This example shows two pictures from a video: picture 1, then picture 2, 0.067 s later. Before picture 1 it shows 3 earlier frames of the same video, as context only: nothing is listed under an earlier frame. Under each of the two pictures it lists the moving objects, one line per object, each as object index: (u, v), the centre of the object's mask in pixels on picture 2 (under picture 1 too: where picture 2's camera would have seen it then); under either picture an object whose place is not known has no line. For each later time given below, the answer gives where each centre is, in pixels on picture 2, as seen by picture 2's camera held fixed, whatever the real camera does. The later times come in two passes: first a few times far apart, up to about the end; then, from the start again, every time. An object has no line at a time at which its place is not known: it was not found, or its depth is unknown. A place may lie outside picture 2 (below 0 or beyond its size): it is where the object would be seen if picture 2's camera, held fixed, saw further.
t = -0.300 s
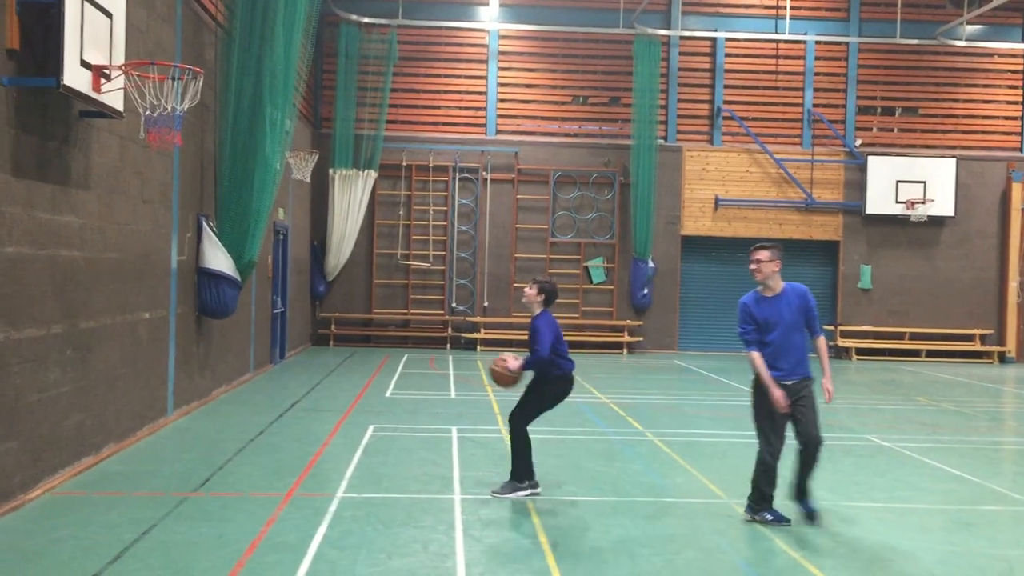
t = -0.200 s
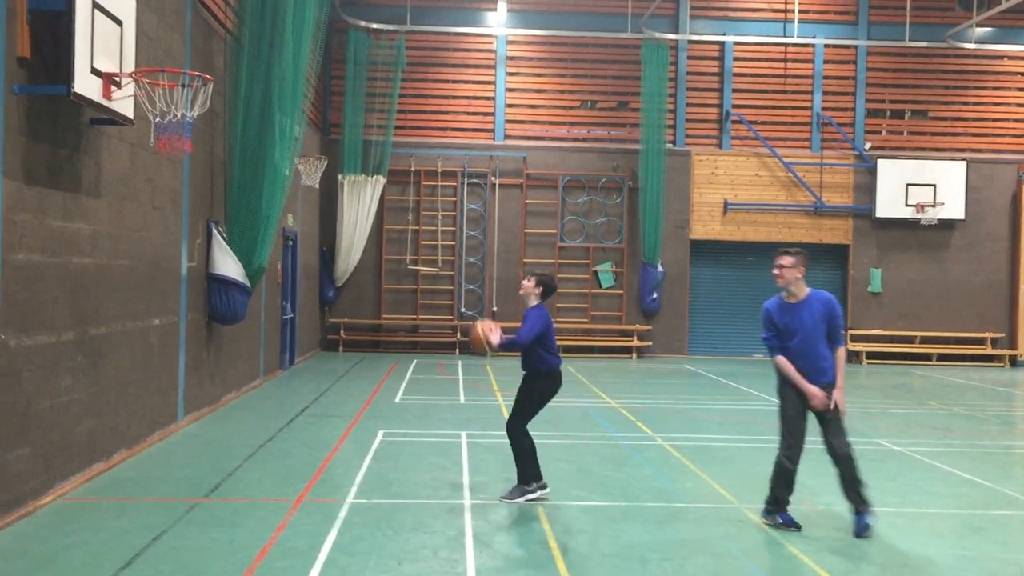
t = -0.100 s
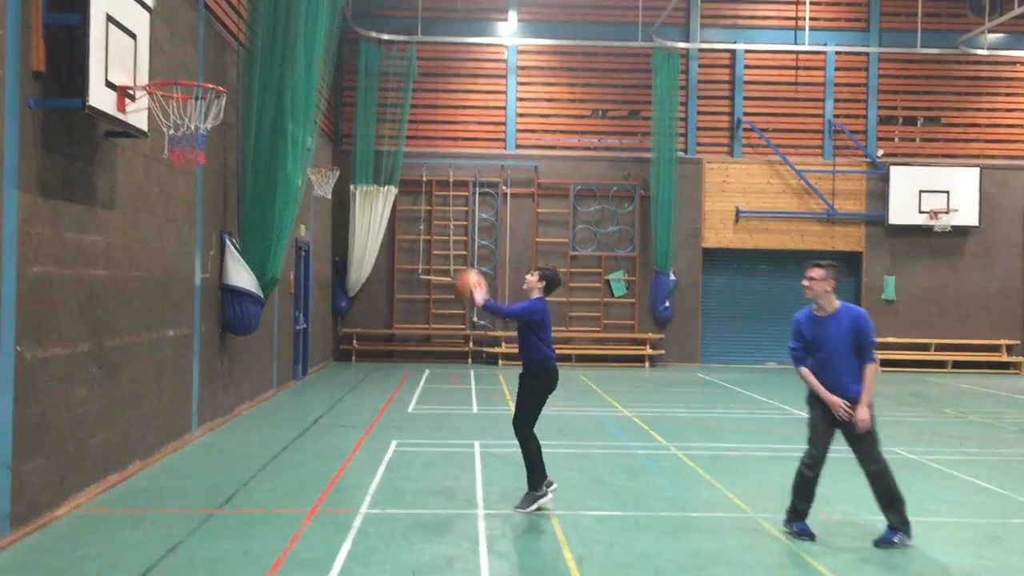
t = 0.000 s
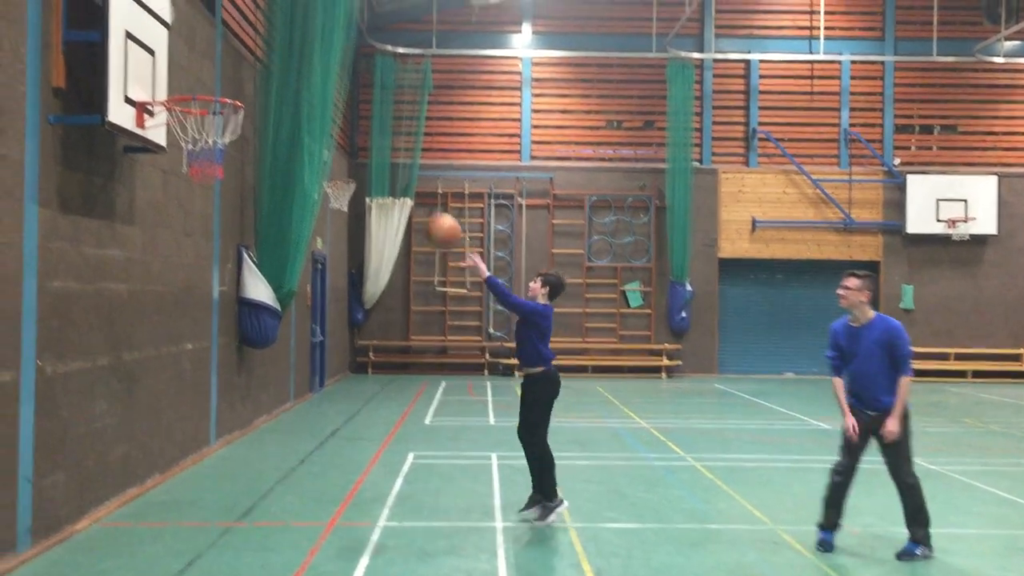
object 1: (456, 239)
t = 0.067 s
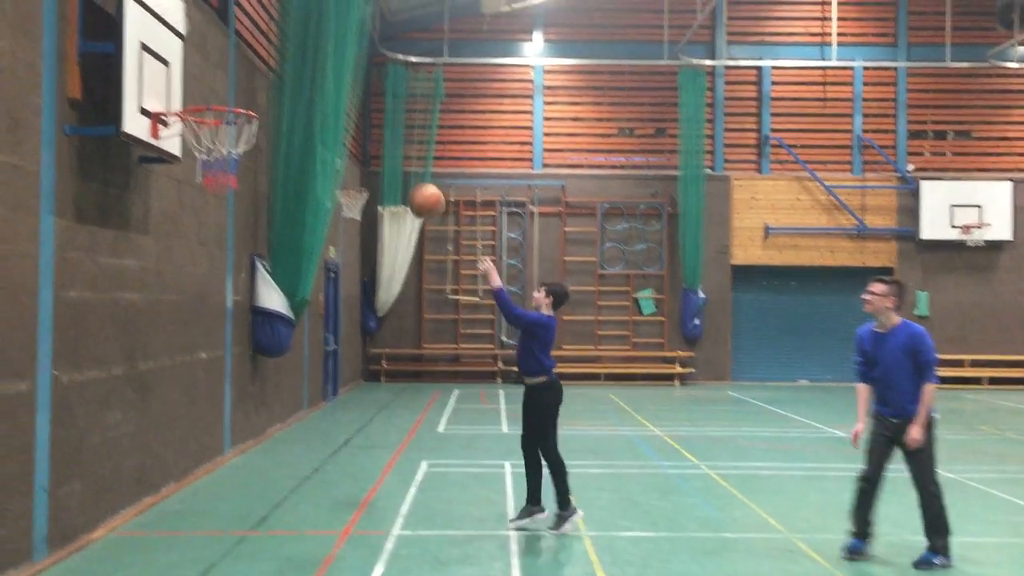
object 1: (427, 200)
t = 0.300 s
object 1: (325, 118)
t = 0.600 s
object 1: (288, 81)
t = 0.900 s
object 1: (315, 143)
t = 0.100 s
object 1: (413, 184)
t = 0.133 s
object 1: (399, 169)
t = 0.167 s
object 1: (384, 156)
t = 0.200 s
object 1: (370, 145)
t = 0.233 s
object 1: (356, 135)
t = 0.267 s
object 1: (340, 126)
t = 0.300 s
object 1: (325, 118)
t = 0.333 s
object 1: (311, 112)
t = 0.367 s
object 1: (297, 108)
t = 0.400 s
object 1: (282, 106)
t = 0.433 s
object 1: (272, 103)
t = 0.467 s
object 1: (275, 95)
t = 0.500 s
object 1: (279, 89)
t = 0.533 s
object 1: (282, 84)
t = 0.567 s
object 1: (285, 81)
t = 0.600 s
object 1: (288, 81)
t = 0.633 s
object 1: (290, 81)
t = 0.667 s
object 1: (294, 83)
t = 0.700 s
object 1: (297, 87)
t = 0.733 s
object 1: (300, 93)
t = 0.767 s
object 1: (303, 100)
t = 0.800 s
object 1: (306, 108)
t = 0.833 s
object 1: (309, 118)
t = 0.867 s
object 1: (312, 130)
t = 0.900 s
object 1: (315, 143)
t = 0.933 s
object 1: (317, 159)
